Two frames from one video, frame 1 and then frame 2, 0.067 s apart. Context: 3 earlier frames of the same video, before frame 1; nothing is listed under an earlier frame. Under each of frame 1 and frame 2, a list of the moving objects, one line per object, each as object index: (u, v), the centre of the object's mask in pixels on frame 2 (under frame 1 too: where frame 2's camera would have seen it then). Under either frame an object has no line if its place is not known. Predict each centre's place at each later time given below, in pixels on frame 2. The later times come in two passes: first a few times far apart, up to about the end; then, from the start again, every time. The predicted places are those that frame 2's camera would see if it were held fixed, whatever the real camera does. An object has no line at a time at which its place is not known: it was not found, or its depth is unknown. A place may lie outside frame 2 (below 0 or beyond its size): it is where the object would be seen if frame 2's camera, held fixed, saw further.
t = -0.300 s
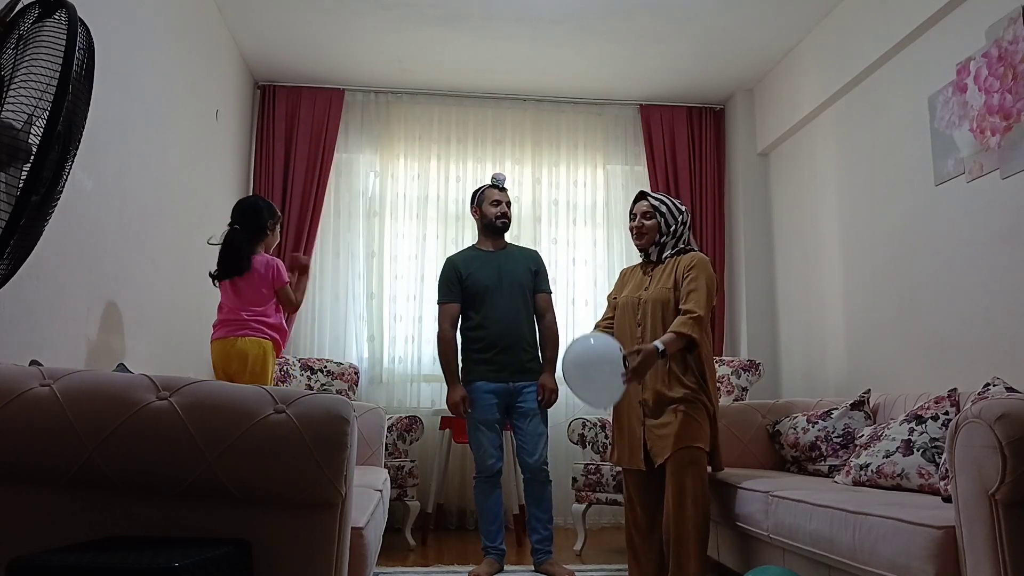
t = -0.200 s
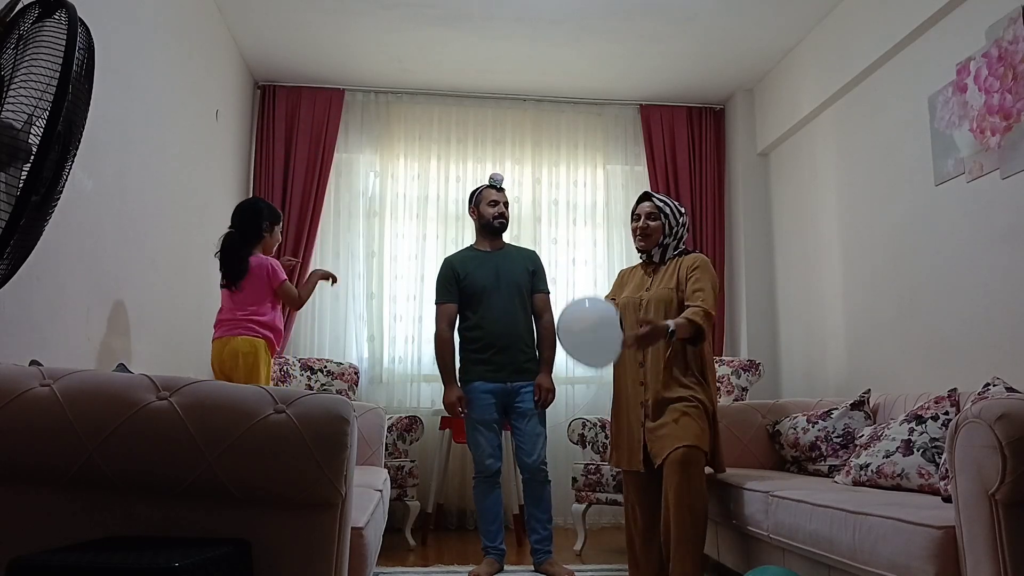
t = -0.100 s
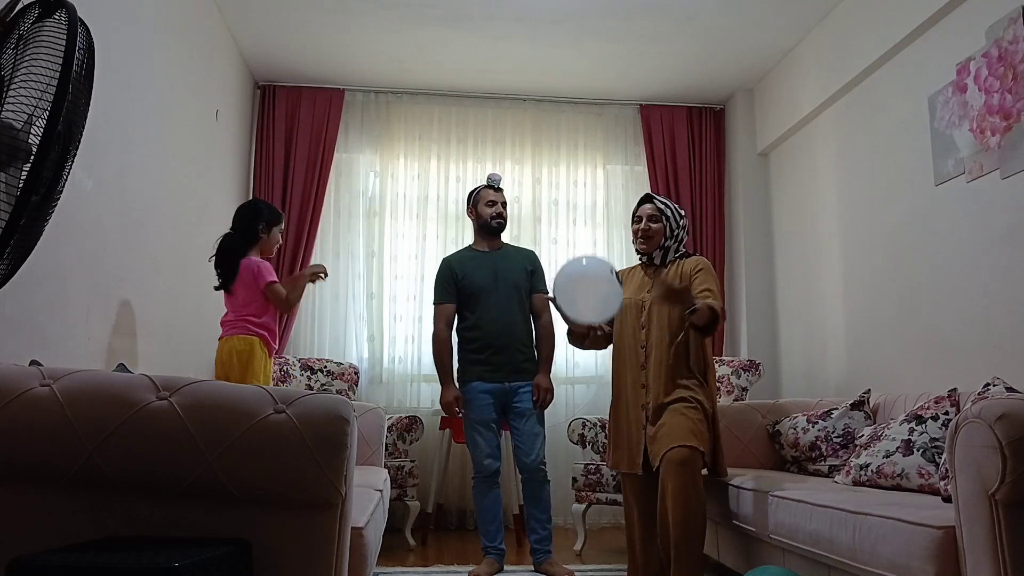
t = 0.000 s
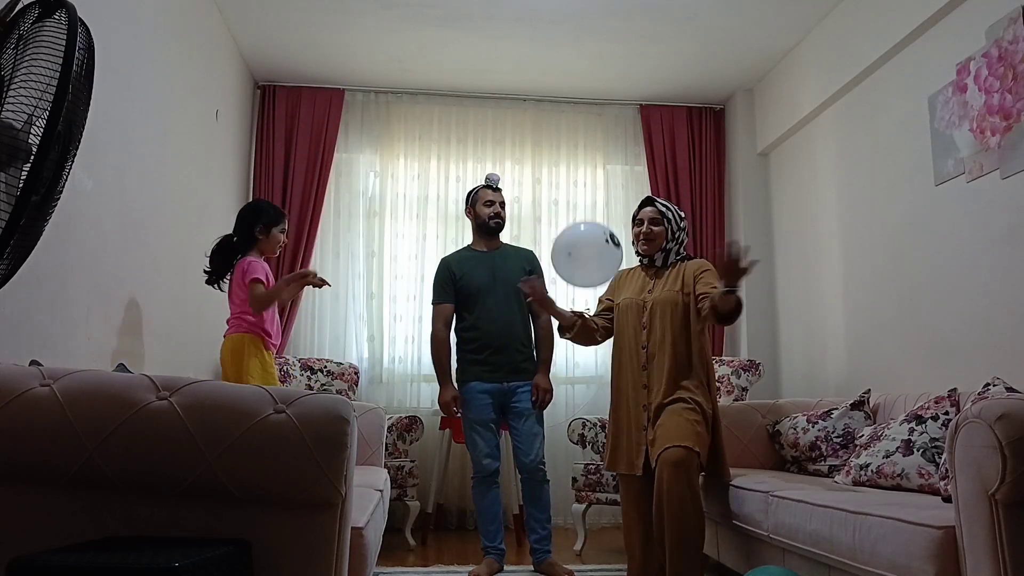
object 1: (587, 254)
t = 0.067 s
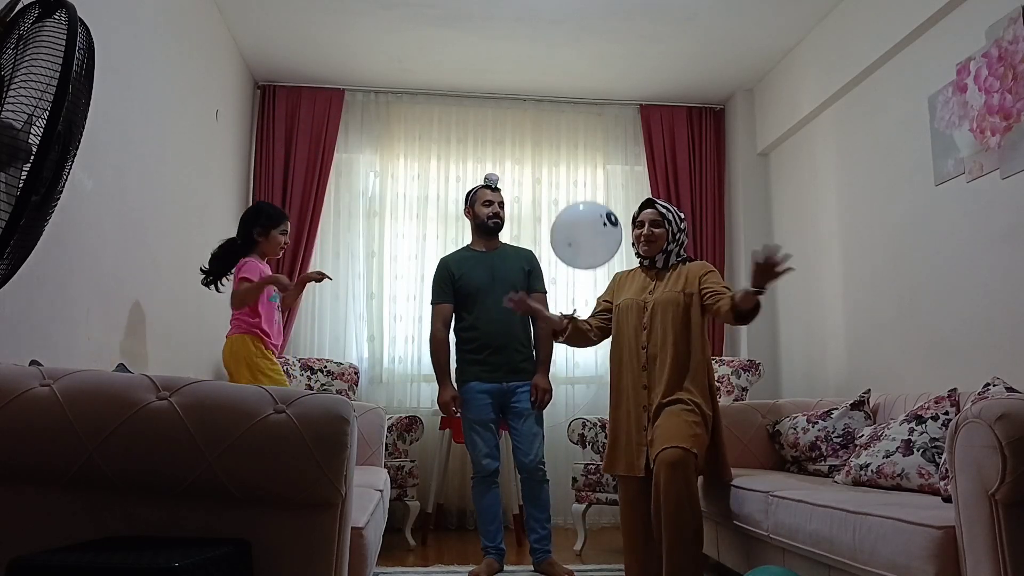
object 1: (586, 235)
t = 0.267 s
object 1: (585, 192)
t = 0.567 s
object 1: (586, 169)
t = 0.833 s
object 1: (590, 190)
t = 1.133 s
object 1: (590, 265)
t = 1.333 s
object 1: (582, 334)
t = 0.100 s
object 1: (586, 226)
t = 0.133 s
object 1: (586, 218)
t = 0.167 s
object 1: (585, 211)
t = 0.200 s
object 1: (585, 204)
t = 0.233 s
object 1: (585, 198)
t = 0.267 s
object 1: (585, 192)
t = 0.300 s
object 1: (585, 187)
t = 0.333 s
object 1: (585, 183)
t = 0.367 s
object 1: (585, 179)
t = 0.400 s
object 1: (585, 176)
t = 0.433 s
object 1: (586, 174)
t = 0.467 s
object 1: (586, 172)
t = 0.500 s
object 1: (586, 170)
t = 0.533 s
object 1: (586, 170)
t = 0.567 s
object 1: (586, 169)
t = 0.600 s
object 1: (587, 170)
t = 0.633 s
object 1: (587, 170)
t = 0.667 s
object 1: (587, 171)
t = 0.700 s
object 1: (587, 173)
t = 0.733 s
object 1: (588, 176)
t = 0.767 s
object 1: (589, 180)
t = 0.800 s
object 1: (589, 184)
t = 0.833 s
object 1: (590, 190)
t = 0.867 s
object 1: (590, 196)
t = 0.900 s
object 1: (591, 203)
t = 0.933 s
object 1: (591, 210)
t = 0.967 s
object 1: (591, 218)
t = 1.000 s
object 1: (591, 226)
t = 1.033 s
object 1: (591, 235)
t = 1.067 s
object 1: (591, 244)
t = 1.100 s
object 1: (590, 254)
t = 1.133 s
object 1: (590, 265)
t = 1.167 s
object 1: (589, 277)
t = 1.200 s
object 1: (587, 288)
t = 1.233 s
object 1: (586, 299)
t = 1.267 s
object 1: (585, 310)
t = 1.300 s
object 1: (584, 322)
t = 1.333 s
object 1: (582, 334)
